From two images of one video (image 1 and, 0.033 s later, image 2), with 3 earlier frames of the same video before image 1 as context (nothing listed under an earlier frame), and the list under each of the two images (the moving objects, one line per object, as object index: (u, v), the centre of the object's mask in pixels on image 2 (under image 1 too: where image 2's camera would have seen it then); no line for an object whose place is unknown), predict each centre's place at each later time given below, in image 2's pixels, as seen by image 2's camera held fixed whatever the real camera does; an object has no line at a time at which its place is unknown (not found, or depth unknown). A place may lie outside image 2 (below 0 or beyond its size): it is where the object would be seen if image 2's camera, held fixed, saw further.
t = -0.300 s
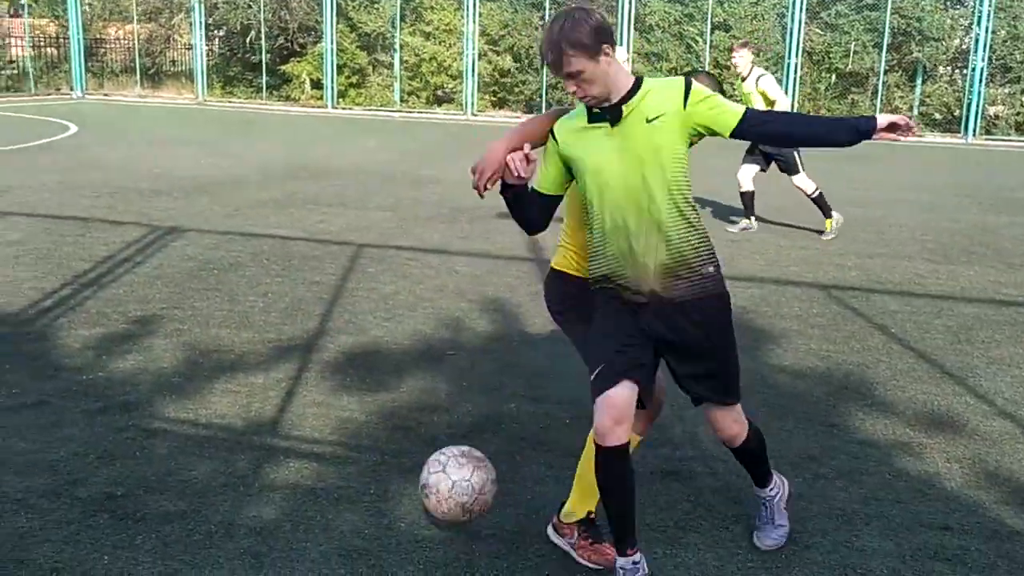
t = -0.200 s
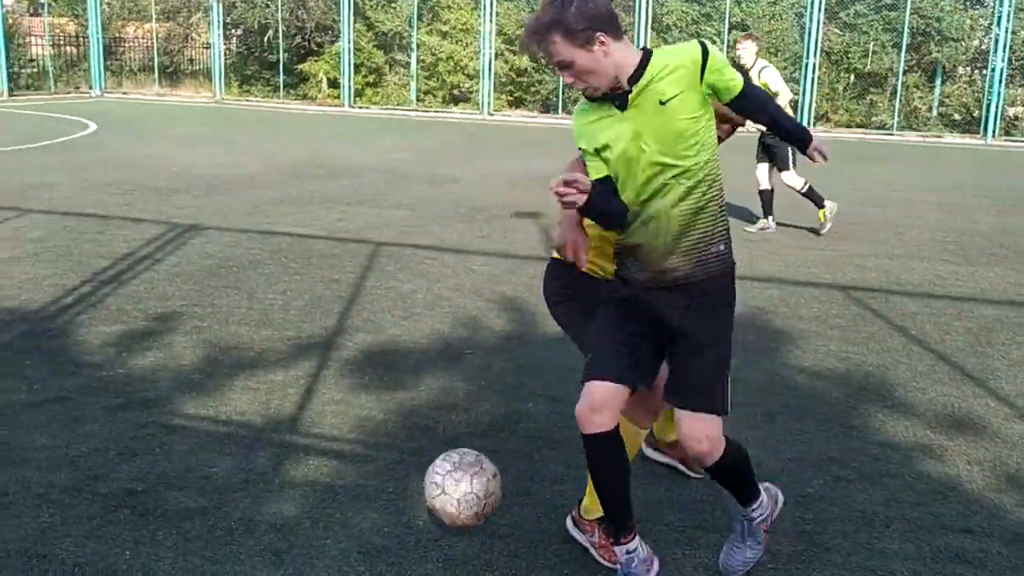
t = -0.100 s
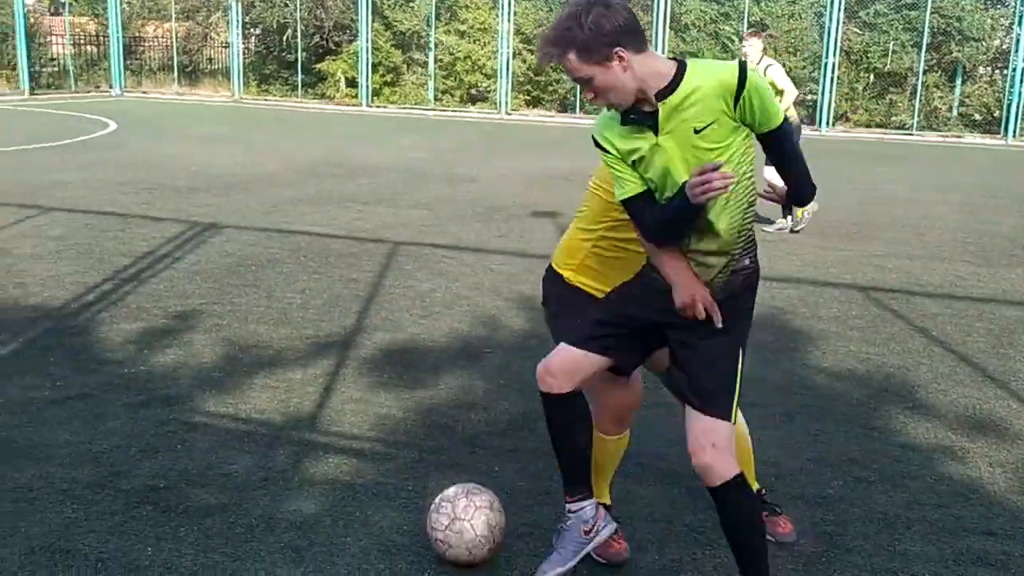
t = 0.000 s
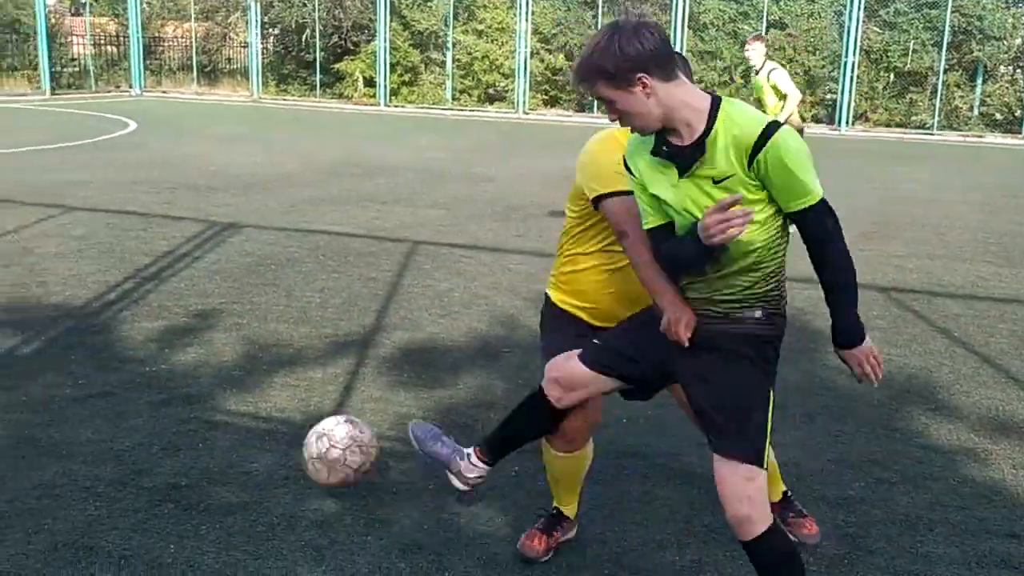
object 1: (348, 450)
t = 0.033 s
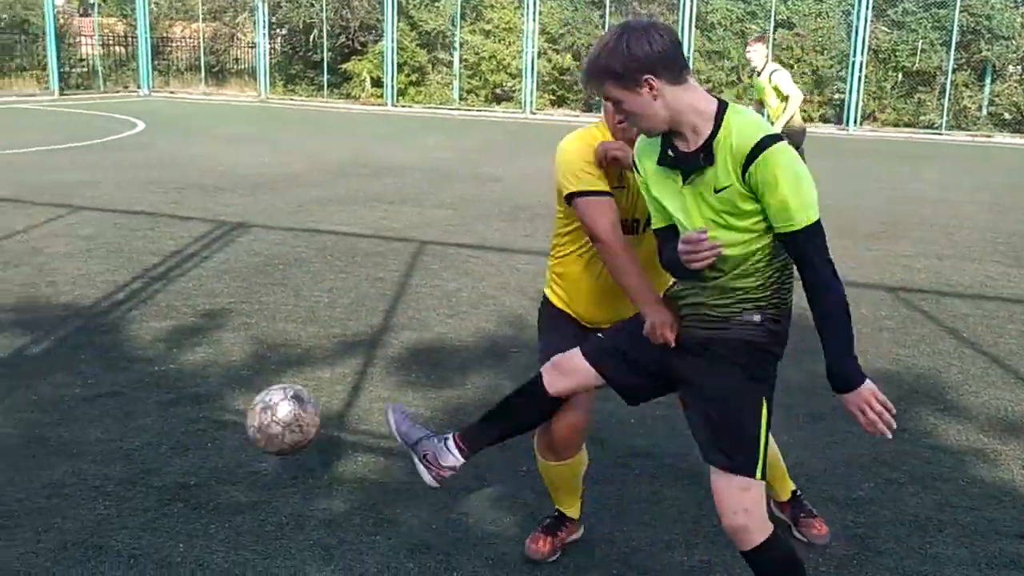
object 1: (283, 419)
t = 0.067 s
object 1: (222, 392)
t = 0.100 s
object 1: (162, 368)
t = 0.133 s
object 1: (106, 350)
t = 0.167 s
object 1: (52, 334)
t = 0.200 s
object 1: (2, 323)
